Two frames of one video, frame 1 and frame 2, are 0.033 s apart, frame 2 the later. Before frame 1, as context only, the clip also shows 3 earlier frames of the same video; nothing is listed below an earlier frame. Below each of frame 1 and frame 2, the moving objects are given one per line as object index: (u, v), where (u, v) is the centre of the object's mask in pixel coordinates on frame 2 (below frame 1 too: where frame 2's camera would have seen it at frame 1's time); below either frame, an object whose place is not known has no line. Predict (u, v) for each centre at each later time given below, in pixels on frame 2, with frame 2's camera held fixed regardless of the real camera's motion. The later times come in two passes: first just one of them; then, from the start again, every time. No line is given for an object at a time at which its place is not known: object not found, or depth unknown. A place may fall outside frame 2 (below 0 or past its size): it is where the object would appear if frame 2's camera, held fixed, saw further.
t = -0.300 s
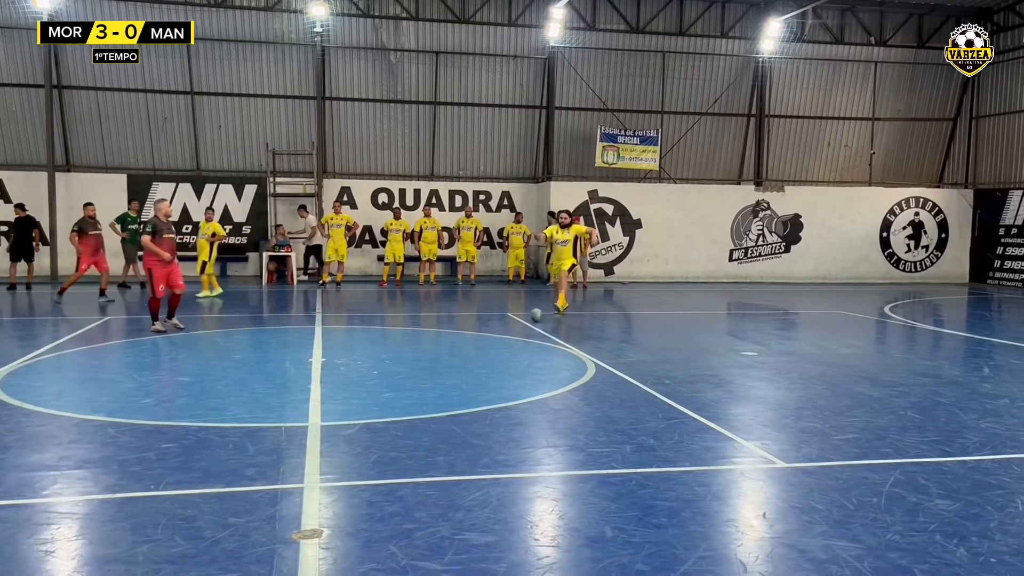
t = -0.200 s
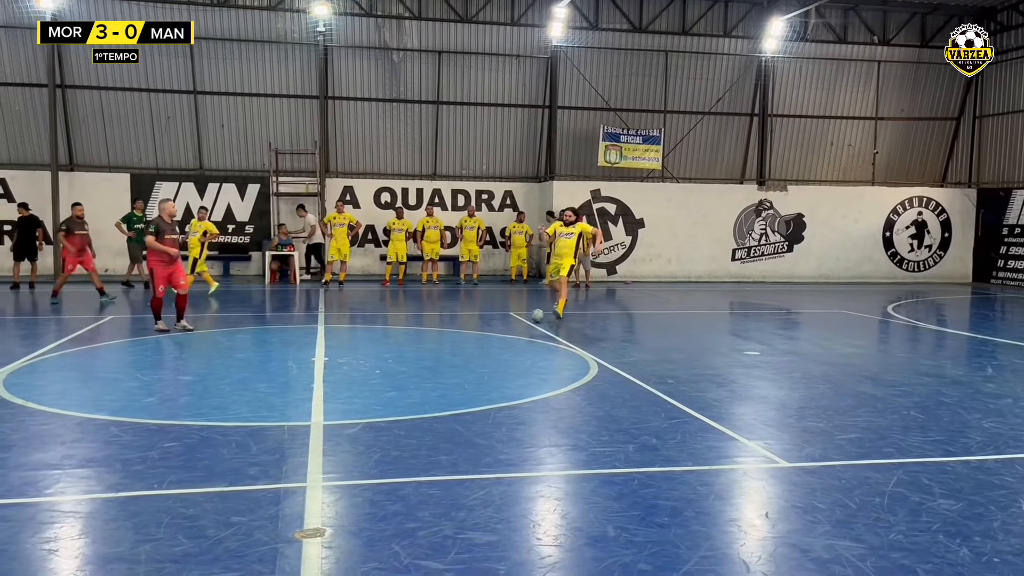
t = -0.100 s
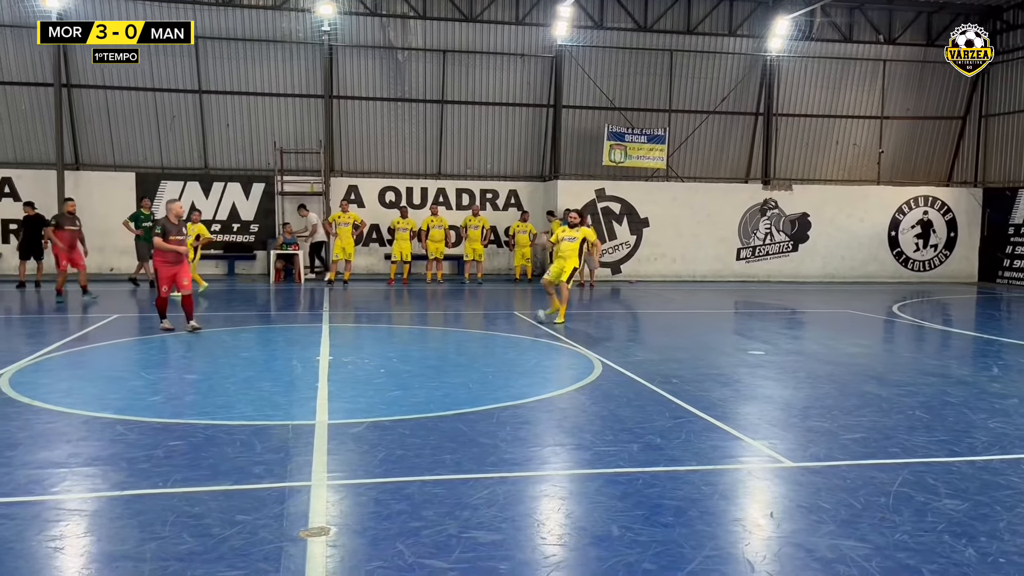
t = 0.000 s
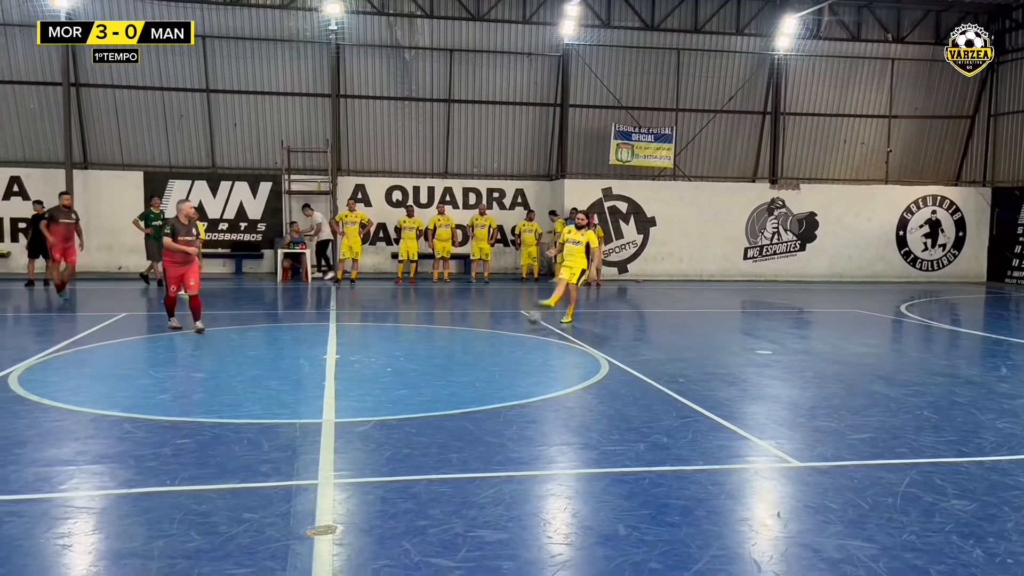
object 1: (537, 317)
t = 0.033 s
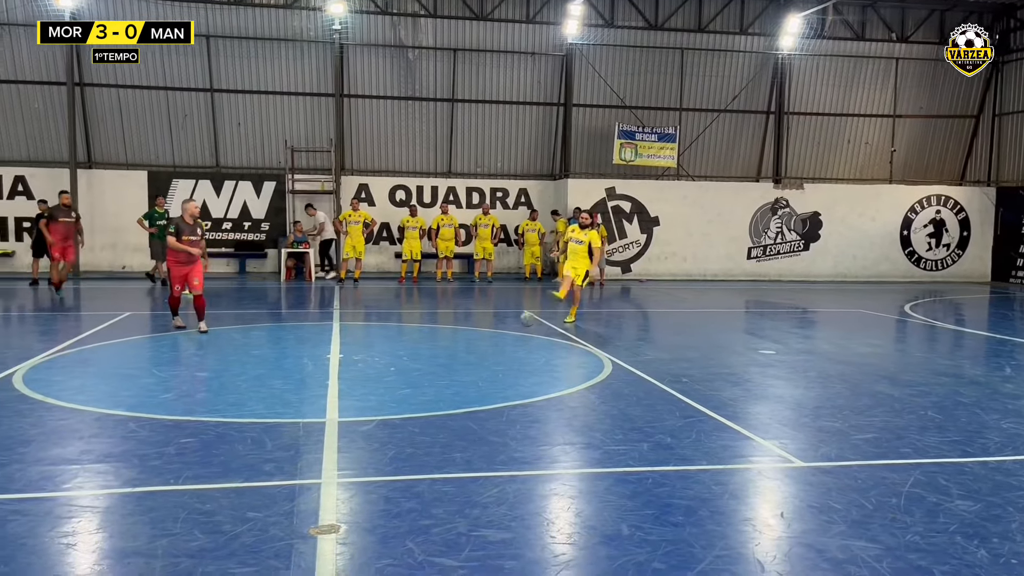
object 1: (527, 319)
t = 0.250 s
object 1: (436, 364)
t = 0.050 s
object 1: (521, 320)
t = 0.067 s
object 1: (517, 321)
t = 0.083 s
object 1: (511, 323)
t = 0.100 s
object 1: (505, 326)
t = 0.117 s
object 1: (499, 328)
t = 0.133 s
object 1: (492, 331)
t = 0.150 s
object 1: (486, 335)
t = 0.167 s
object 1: (479, 339)
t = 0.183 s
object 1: (471, 342)
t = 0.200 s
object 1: (463, 347)
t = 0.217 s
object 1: (454, 352)
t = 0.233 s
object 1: (446, 358)
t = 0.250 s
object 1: (436, 364)
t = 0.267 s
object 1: (425, 371)
